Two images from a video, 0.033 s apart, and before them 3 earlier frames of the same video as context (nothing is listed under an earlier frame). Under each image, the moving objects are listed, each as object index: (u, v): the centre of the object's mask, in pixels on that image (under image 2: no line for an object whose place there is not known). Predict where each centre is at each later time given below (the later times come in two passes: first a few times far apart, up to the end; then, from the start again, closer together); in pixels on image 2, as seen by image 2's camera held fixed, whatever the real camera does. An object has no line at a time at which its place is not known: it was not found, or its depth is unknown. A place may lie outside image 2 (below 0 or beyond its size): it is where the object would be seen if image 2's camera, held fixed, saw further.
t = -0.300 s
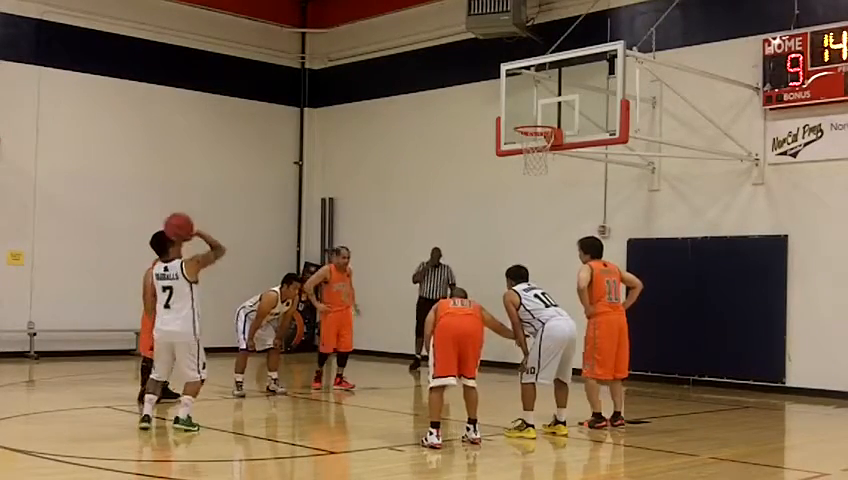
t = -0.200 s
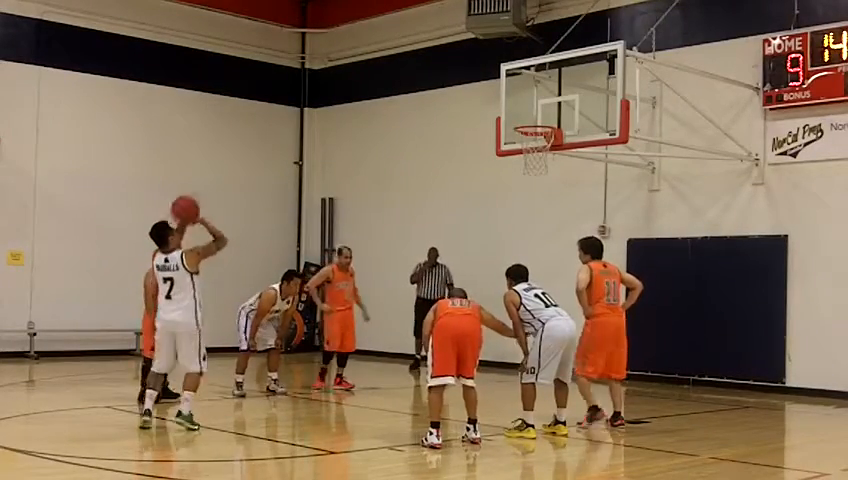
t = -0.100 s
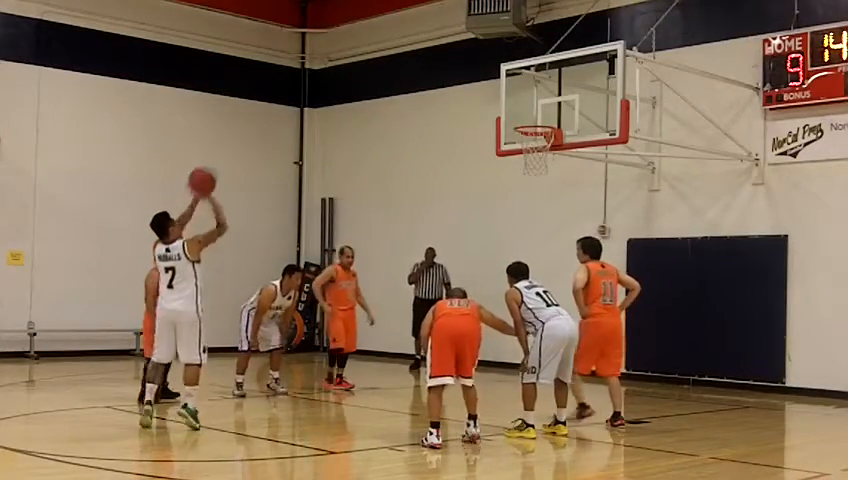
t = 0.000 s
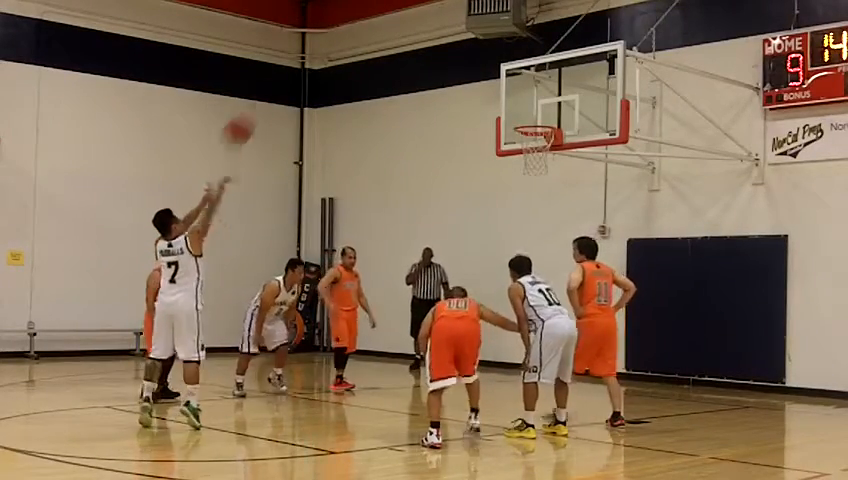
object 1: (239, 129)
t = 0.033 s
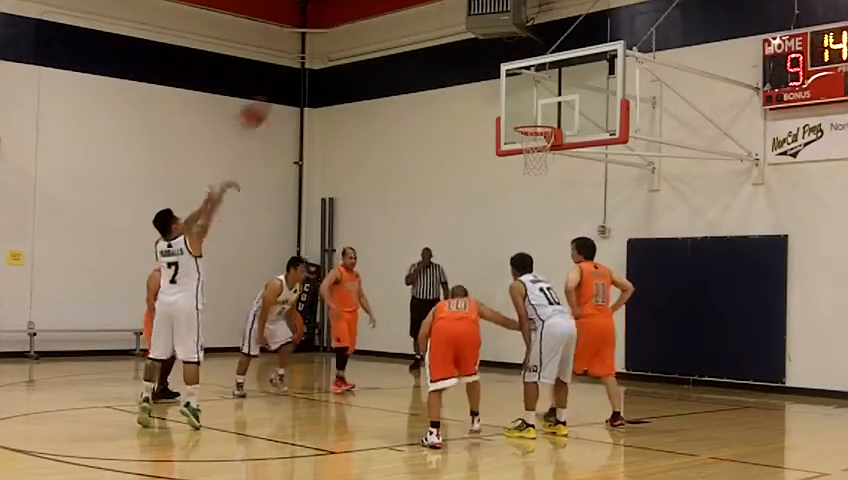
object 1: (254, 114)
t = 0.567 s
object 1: (440, 37)
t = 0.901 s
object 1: (529, 119)
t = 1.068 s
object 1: (547, 167)
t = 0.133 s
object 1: (293, 77)
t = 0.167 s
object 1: (306, 65)
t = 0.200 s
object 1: (320, 56)
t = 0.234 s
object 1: (331, 48)
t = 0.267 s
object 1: (345, 41)
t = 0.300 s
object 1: (356, 37)
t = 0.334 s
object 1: (369, 32)
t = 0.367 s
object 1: (380, 29)
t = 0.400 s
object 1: (390, 28)
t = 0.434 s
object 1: (402, 28)
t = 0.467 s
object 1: (412, 28)
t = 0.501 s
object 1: (422, 29)
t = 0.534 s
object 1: (433, 31)
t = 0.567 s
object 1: (440, 37)
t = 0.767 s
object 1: (495, 76)
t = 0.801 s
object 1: (504, 86)
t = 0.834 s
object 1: (514, 98)
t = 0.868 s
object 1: (521, 108)
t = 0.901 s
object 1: (529, 119)
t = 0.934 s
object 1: (536, 136)
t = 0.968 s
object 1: (544, 145)
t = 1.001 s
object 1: (545, 154)
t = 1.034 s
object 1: (545, 159)
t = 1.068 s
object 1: (547, 167)
